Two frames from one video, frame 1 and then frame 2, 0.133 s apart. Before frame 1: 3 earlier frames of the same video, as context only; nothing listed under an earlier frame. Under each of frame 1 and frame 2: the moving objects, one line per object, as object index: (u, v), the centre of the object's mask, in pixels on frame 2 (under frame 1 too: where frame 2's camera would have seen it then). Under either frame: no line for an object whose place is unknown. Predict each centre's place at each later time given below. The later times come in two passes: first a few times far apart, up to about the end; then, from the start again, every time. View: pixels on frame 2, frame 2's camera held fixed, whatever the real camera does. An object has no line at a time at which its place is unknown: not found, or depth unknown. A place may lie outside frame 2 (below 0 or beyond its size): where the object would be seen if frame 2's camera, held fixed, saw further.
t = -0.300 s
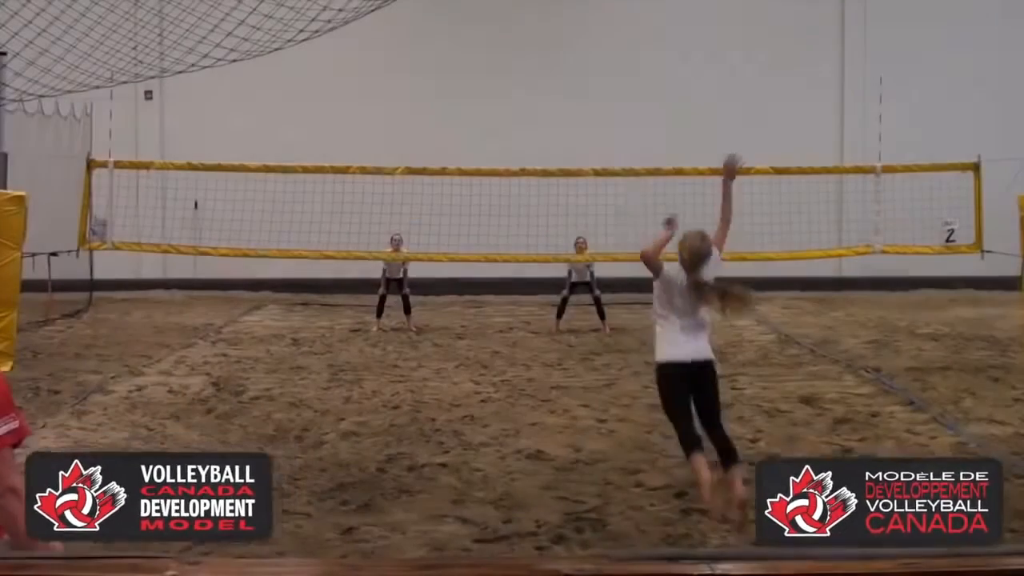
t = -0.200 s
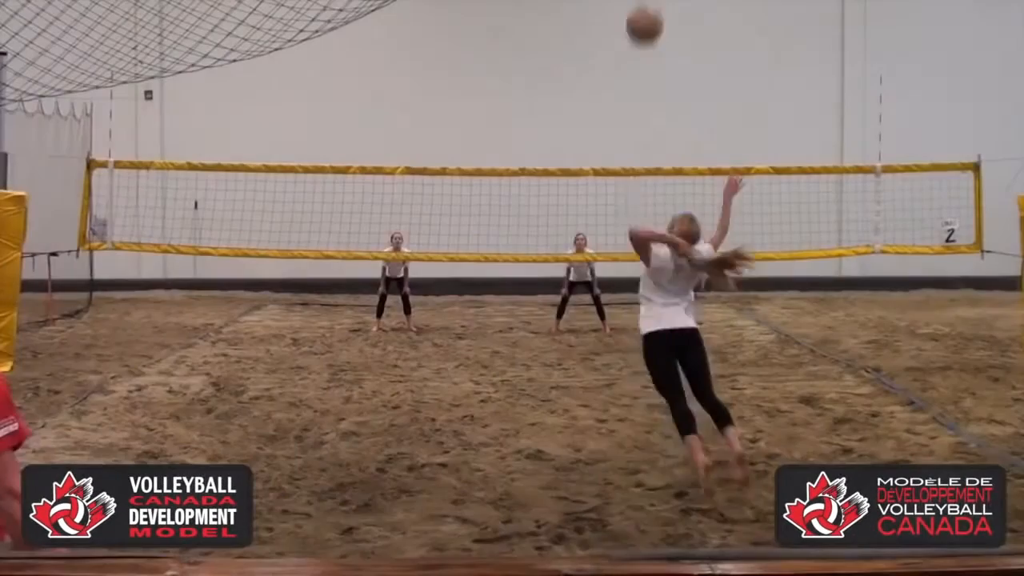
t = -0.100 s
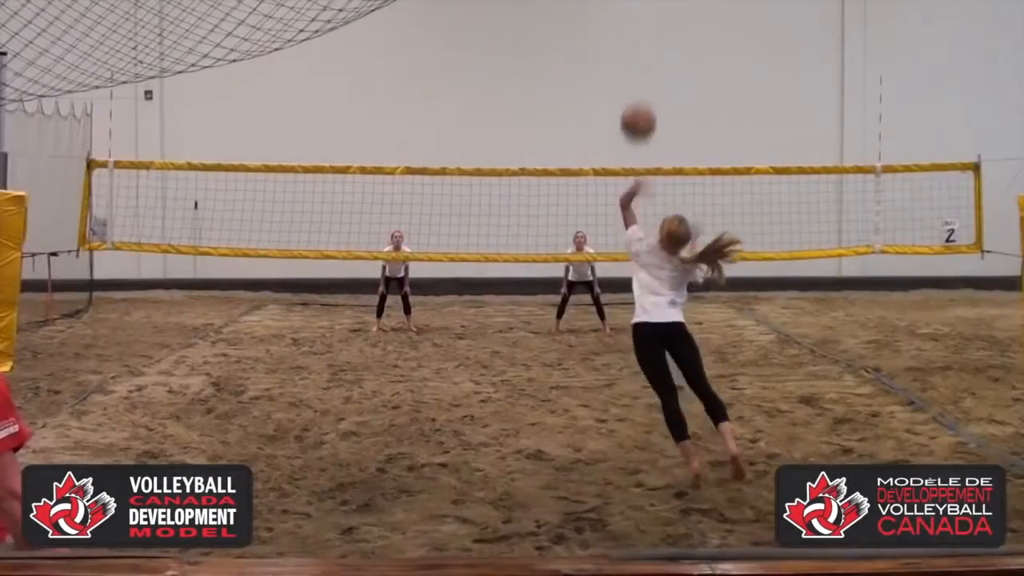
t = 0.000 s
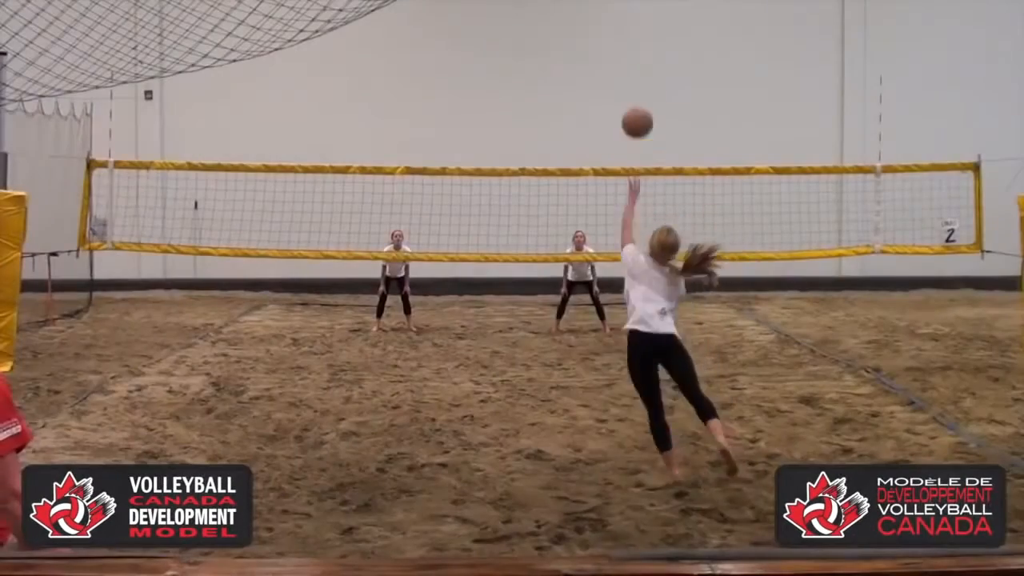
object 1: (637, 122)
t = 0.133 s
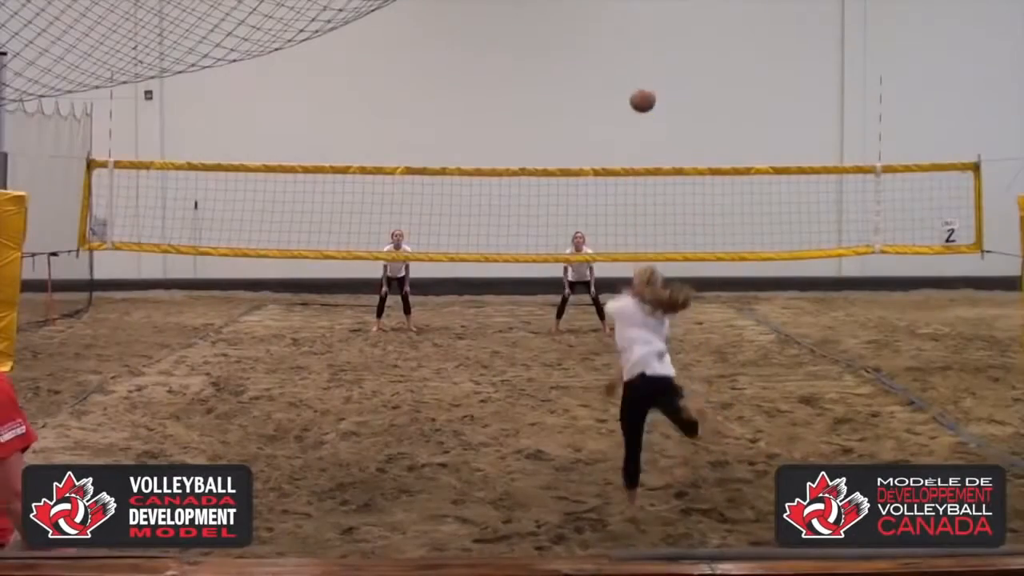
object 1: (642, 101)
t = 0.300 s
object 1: (651, 109)
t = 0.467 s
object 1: (660, 141)
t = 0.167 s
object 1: (644, 99)
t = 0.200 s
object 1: (646, 100)
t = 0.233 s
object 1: (648, 103)
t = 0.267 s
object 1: (650, 106)
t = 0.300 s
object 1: (651, 109)
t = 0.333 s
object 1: (653, 115)
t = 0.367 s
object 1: (655, 121)
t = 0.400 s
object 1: (657, 127)
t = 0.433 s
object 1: (659, 133)
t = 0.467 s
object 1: (660, 141)
